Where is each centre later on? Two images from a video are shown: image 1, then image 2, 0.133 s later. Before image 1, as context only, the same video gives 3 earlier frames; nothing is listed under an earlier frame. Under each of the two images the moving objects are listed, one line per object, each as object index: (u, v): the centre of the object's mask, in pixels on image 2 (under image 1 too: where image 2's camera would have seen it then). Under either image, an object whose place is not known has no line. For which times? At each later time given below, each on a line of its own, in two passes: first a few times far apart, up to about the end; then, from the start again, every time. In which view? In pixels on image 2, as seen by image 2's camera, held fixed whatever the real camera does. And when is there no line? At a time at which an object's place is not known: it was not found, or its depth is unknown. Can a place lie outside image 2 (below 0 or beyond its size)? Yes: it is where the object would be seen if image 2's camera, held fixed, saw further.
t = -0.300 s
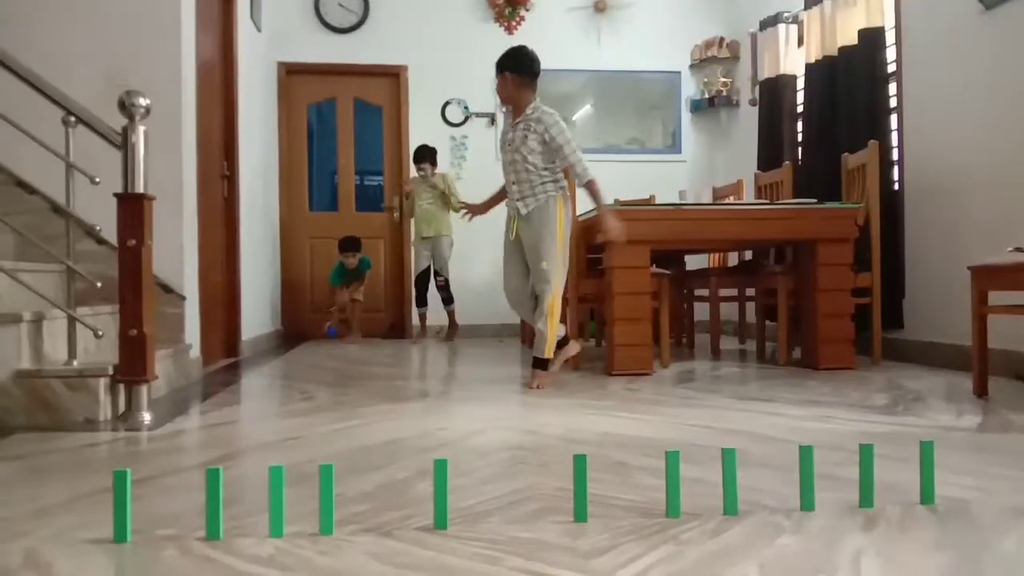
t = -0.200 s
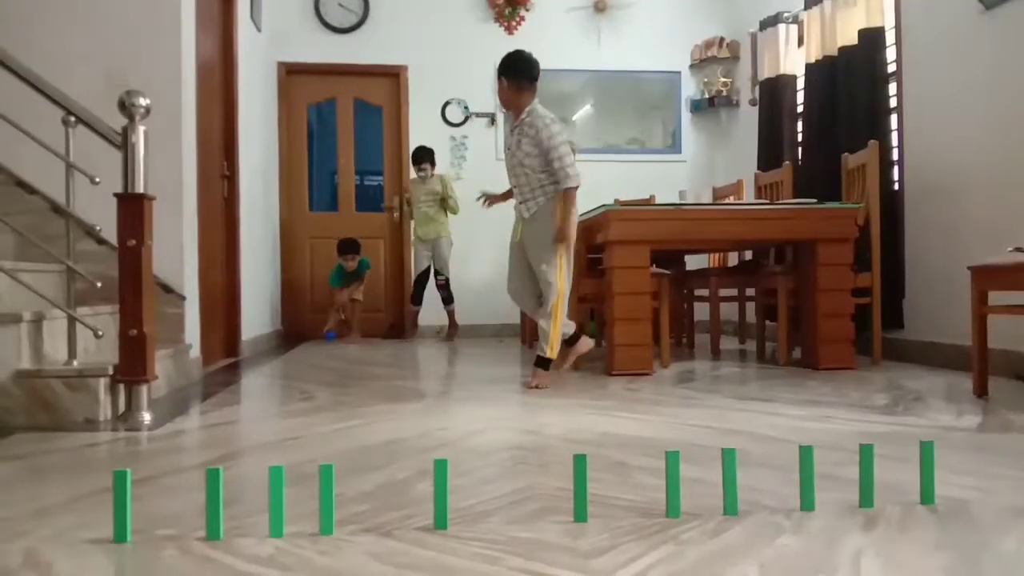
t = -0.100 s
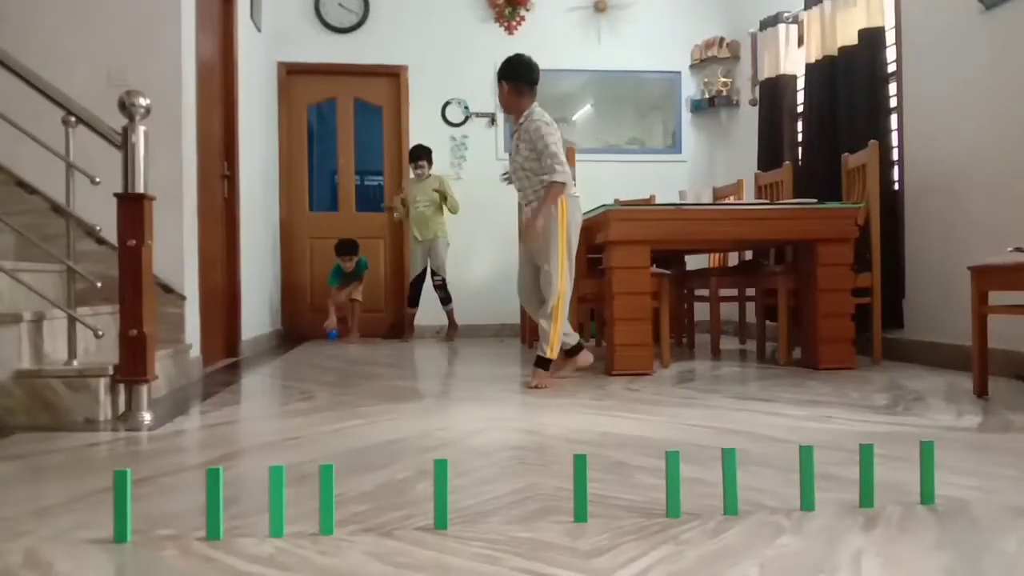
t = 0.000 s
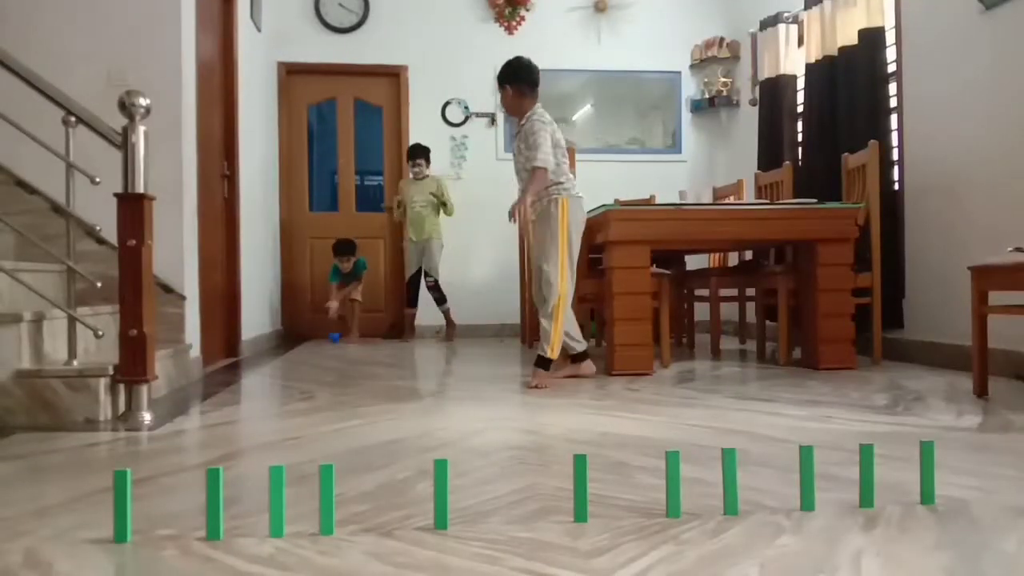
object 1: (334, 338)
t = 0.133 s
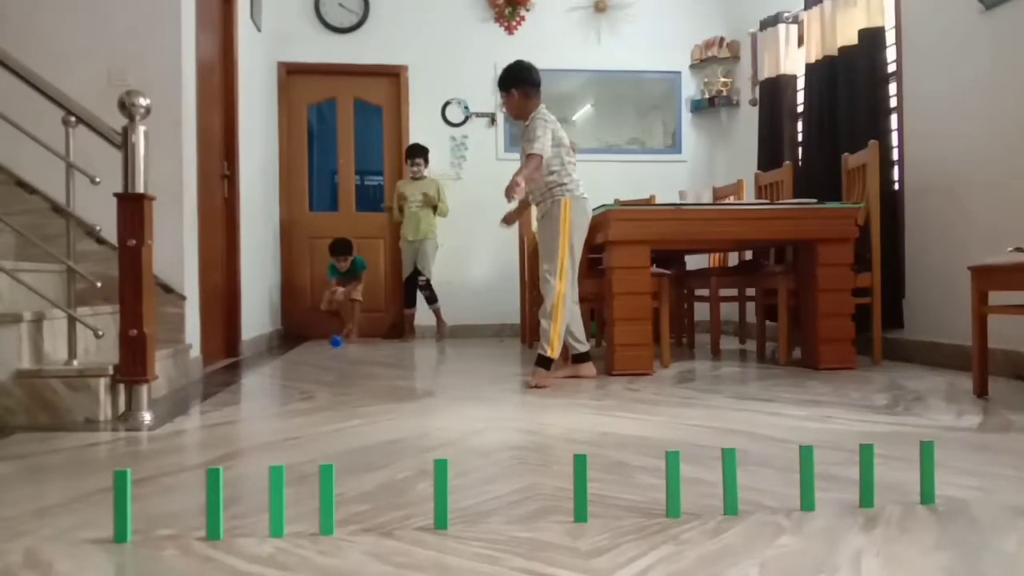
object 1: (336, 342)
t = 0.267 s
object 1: (336, 348)
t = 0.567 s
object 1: (336, 359)
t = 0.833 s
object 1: (345, 369)
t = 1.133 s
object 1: (363, 380)
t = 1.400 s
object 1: (387, 391)
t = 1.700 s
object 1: (425, 407)
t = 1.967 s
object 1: (471, 423)
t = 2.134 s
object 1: (508, 434)
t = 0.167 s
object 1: (336, 342)
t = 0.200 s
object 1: (336, 345)
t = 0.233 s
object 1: (336, 350)
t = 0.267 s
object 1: (336, 348)
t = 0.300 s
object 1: (336, 347)
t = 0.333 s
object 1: (336, 347)
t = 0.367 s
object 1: (335, 348)
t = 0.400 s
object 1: (335, 352)
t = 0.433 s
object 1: (335, 355)
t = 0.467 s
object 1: (335, 354)
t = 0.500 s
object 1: (335, 355)
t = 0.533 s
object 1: (336, 358)
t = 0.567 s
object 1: (336, 359)
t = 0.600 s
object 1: (337, 359)
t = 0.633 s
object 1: (338, 362)
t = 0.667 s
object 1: (339, 362)
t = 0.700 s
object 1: (340, 363)
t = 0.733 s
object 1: (341, 366)
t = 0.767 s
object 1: (342, 366)
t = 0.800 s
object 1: (343, 368)
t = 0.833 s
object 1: (345, 369)
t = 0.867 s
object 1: (347, 370)
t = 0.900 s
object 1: (348, 371)
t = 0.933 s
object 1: (349, 372)
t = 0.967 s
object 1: (351, 374)
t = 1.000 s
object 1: (353, 375)
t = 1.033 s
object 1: (355, 377)
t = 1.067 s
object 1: (358, 378)
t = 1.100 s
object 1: (360, 379)
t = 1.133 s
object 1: (363, 380)
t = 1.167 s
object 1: (366, 380)
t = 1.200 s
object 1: (368, 381)
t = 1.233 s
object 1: (371, 384)
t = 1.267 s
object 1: (374, 386)
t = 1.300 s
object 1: (378, 387)
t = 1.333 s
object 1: (380, 389)
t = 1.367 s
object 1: (384, 390)
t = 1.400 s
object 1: (387, 391)
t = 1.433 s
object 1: (392, 393)
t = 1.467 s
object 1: (395, 396)
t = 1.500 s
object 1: (399, 397)
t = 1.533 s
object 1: (403, 398)
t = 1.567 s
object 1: (407, 400)
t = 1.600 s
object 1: (412, 402)
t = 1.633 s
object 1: (416, 404)
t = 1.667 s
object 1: (421, 405)
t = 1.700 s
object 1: (425, 407)
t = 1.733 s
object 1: (431, 409)
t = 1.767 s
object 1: (436, 411)
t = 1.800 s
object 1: (441, 412)
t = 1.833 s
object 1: (446, 414)
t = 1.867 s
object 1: (452, 416)
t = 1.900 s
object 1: (458, 418)
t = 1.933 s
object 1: (465, 420)
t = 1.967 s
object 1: (471, 423)
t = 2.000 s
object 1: (478, 423)
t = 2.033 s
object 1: (485, 425)
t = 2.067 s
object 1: (492, 428)
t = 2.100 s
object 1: (500, 431)
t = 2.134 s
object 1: (508, 434)
